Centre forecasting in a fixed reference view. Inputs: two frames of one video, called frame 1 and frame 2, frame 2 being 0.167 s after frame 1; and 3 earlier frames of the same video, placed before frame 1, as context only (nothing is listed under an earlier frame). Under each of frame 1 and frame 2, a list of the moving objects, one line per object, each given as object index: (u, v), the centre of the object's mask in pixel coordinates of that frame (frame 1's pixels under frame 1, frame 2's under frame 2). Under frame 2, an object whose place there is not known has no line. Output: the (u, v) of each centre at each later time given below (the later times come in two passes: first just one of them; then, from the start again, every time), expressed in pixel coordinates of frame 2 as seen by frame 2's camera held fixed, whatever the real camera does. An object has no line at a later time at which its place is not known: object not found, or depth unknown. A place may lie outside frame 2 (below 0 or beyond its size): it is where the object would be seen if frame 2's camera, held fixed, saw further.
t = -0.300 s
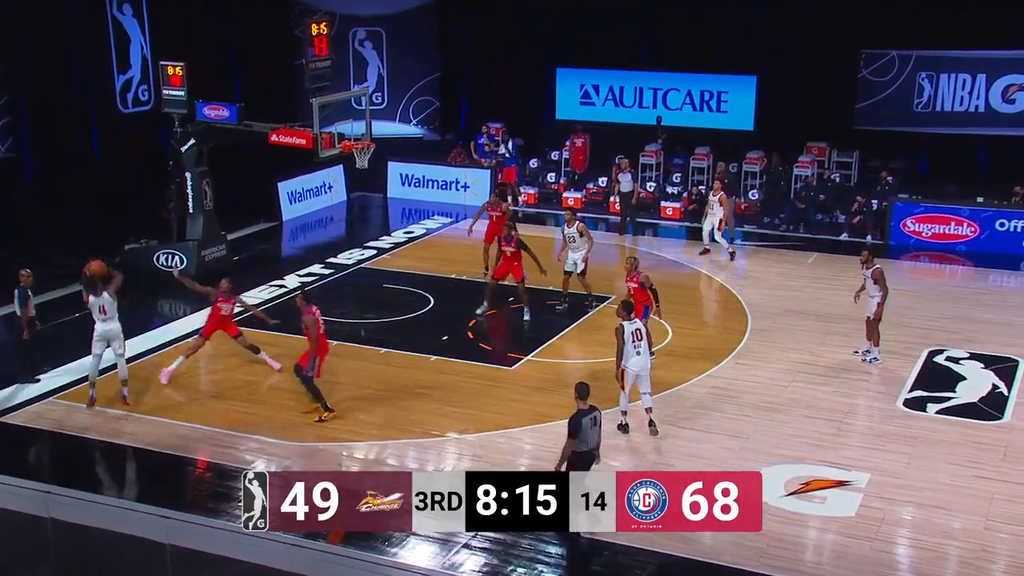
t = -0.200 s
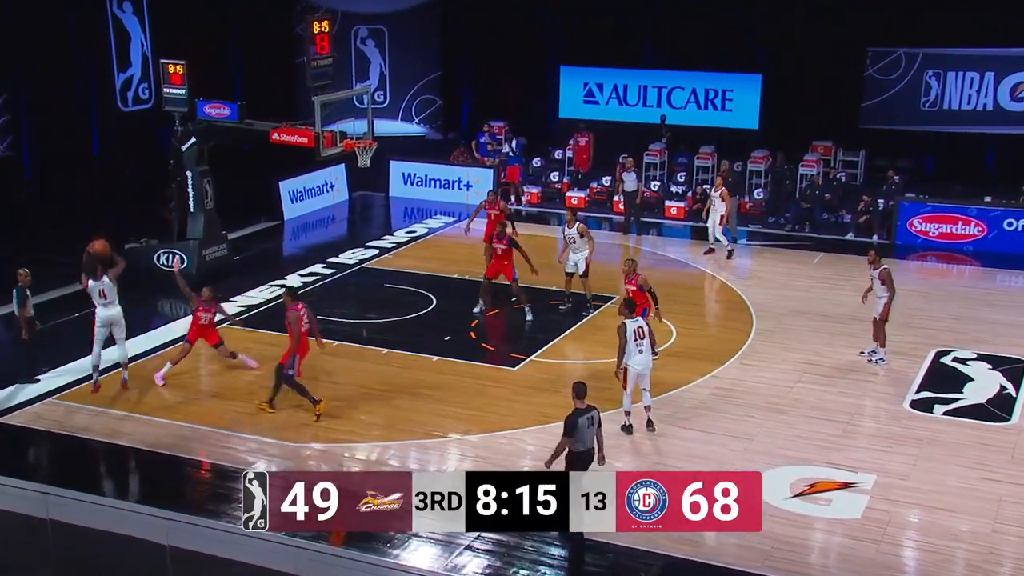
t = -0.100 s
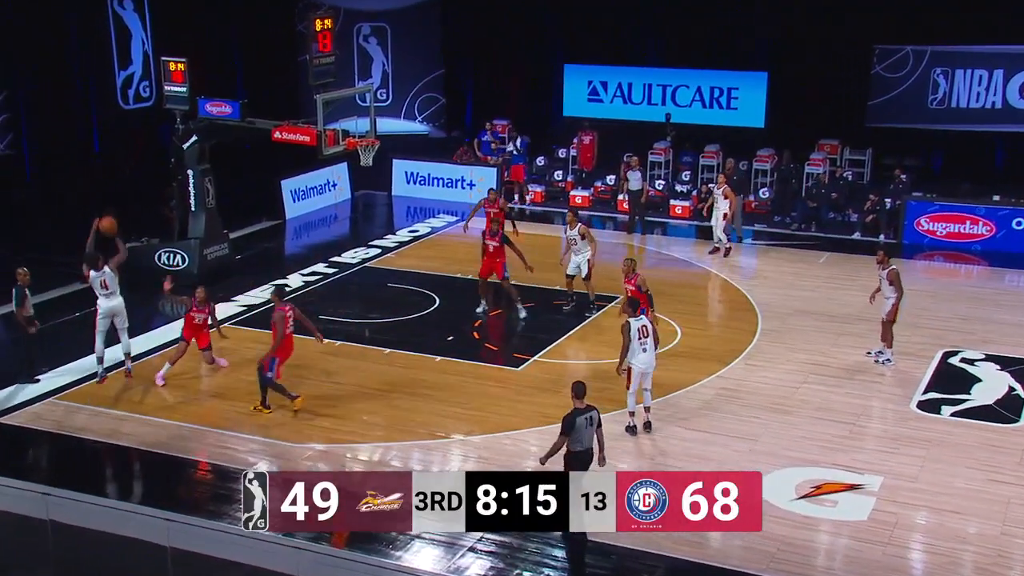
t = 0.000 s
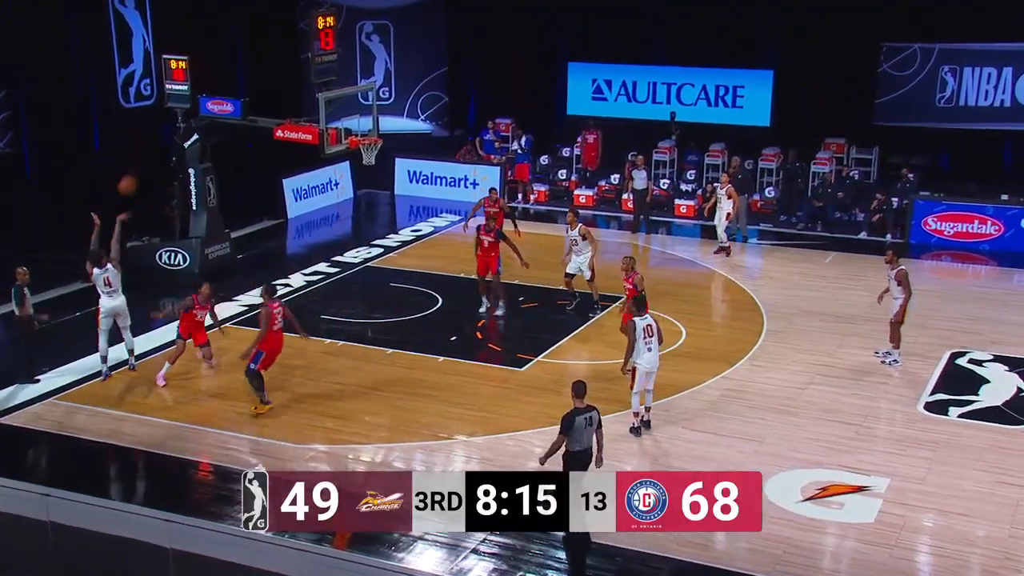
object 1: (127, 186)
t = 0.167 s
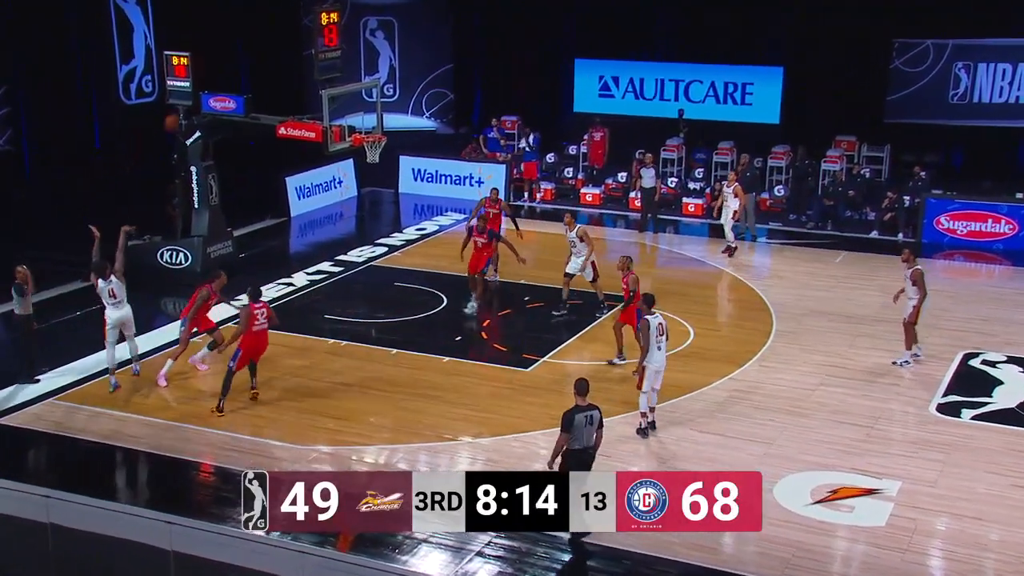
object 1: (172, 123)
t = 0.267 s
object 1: (198, 95)
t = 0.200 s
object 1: (182, 112)
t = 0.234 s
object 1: (191, 104)
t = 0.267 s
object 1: (198, 95)
